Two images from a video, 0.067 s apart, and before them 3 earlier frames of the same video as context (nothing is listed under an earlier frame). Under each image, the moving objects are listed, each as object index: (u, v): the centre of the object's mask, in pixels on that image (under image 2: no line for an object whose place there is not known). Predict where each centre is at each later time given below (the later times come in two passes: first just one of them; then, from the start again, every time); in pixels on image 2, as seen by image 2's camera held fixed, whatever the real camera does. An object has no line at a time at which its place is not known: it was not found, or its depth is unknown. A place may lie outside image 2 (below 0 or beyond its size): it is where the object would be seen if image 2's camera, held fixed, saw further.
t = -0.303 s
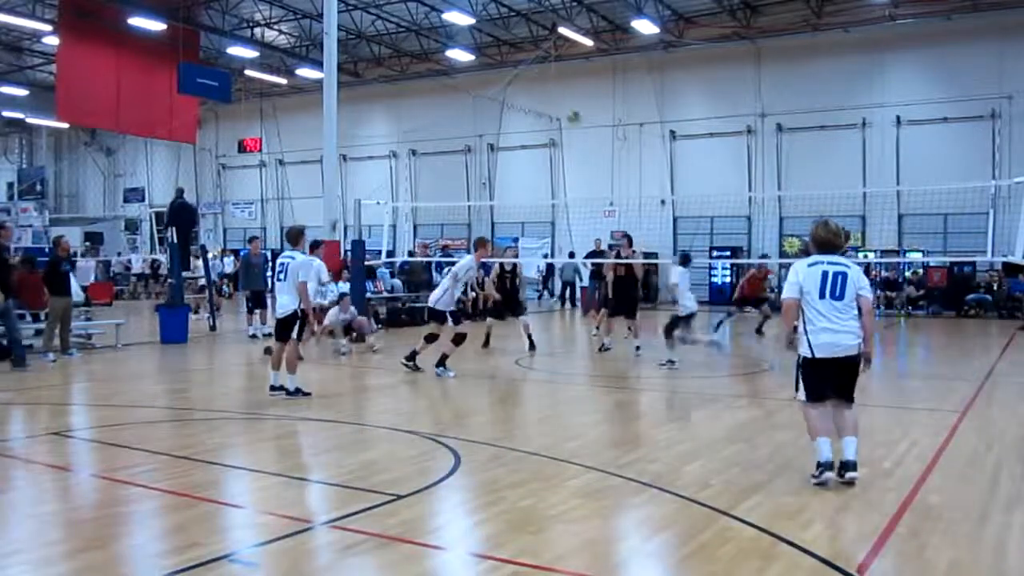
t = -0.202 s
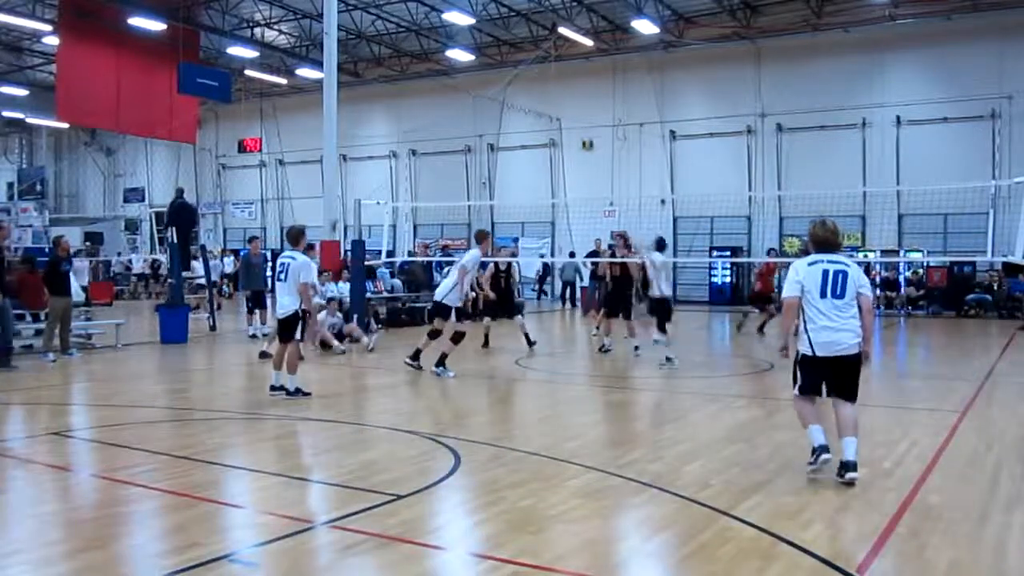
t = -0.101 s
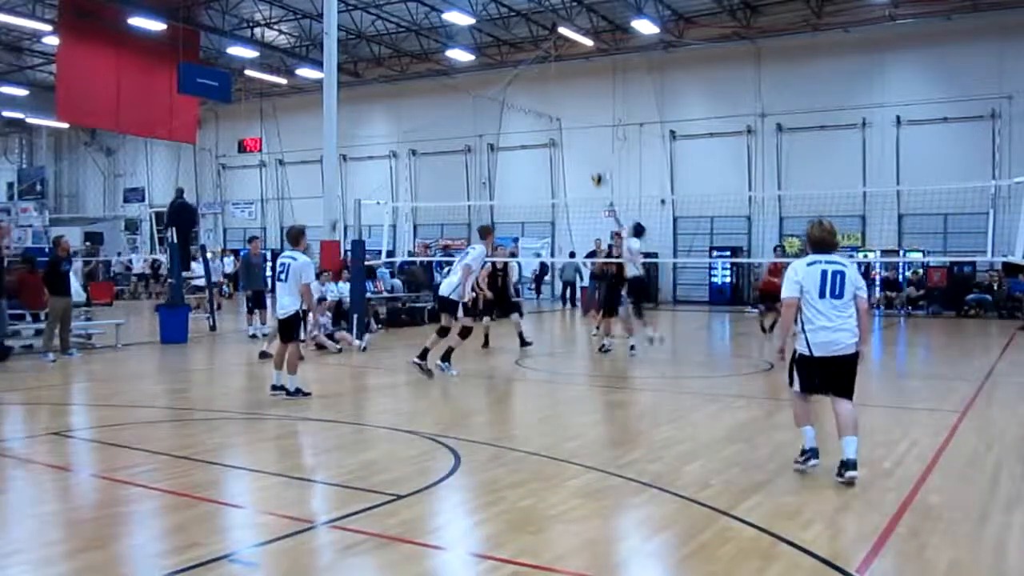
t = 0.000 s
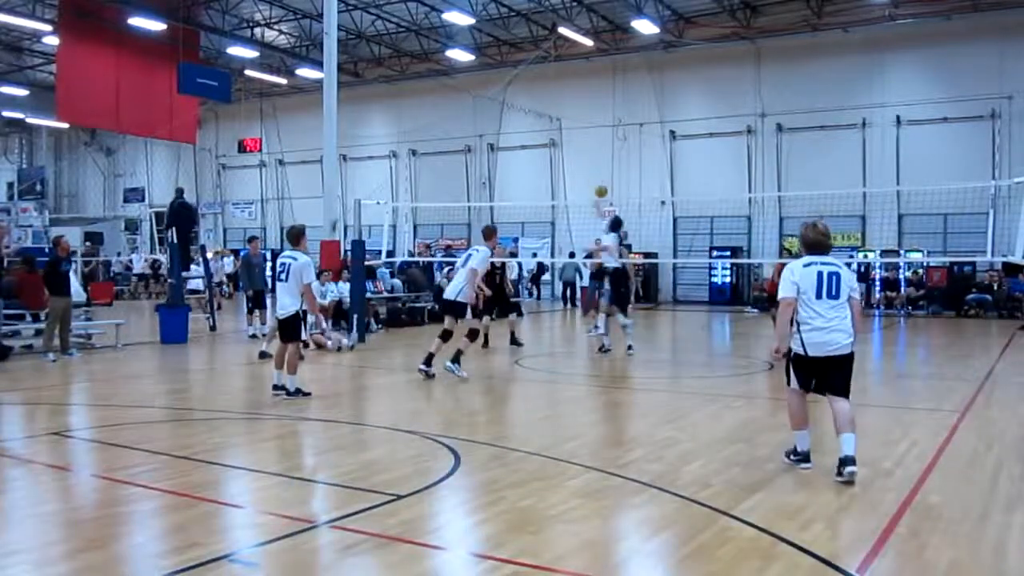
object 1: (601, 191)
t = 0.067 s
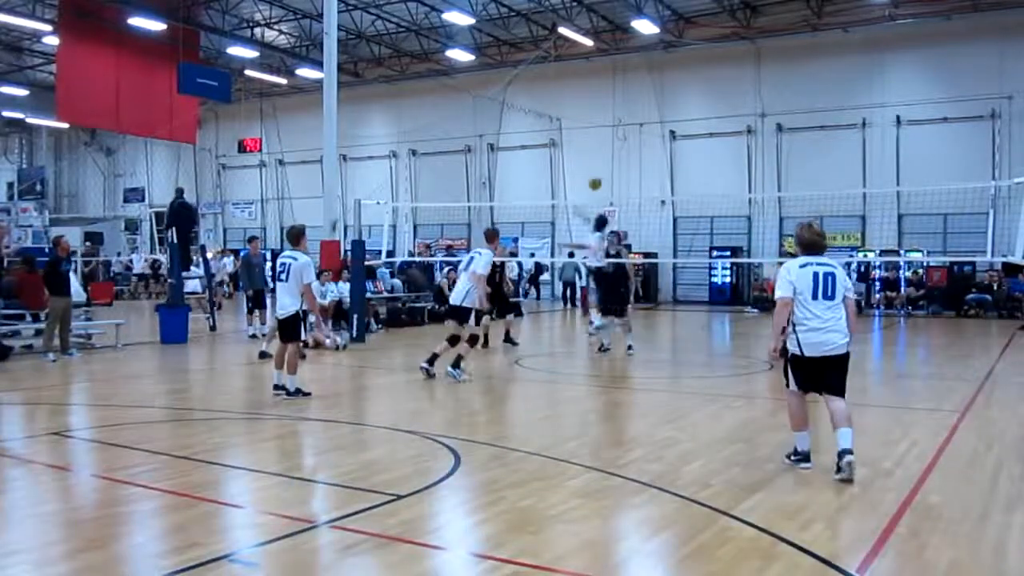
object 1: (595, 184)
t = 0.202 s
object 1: (584, 177)
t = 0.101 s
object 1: (592, 181)
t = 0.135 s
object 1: (590, 180)
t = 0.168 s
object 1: (587, 178)
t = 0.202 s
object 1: (584, 177)
